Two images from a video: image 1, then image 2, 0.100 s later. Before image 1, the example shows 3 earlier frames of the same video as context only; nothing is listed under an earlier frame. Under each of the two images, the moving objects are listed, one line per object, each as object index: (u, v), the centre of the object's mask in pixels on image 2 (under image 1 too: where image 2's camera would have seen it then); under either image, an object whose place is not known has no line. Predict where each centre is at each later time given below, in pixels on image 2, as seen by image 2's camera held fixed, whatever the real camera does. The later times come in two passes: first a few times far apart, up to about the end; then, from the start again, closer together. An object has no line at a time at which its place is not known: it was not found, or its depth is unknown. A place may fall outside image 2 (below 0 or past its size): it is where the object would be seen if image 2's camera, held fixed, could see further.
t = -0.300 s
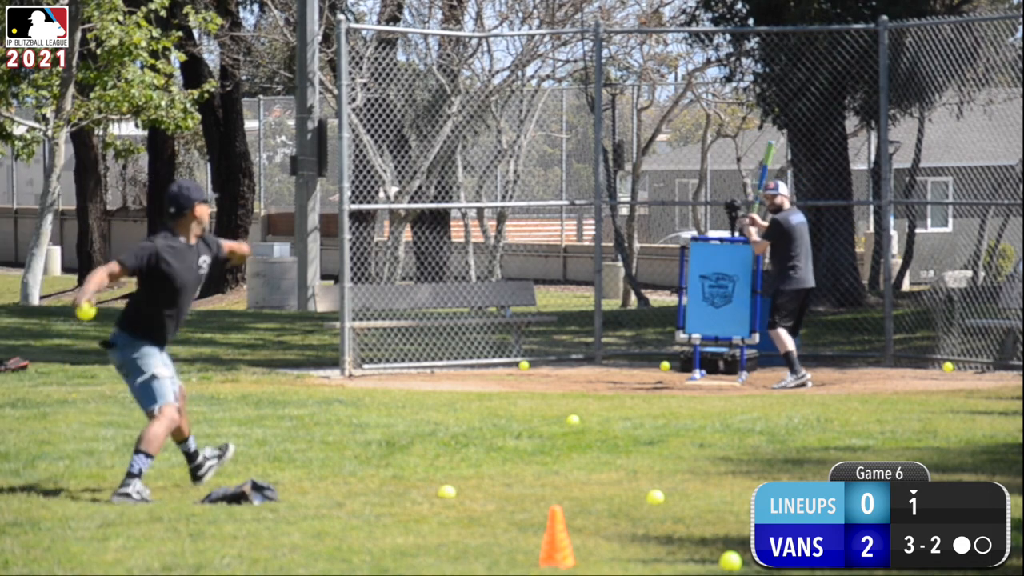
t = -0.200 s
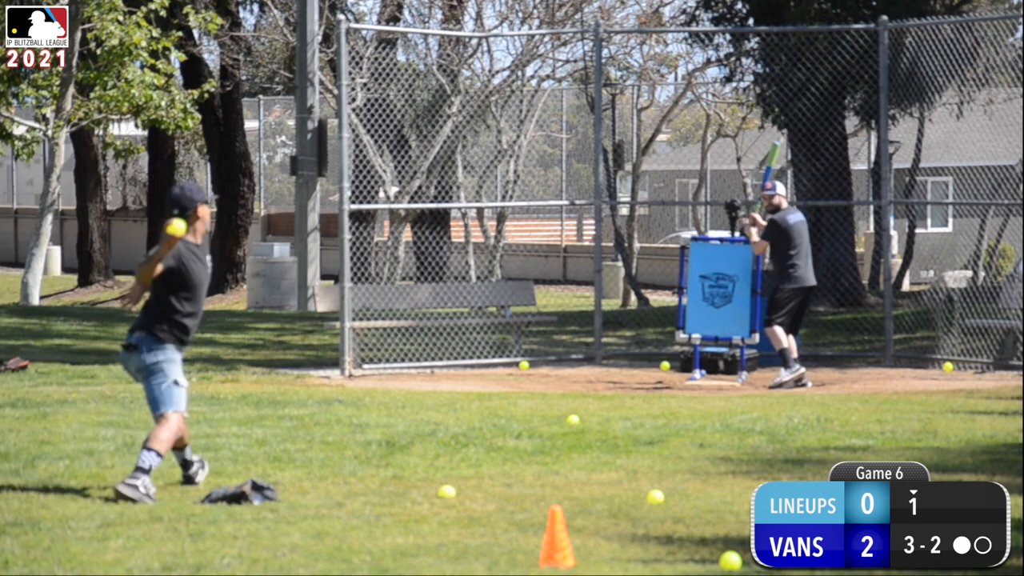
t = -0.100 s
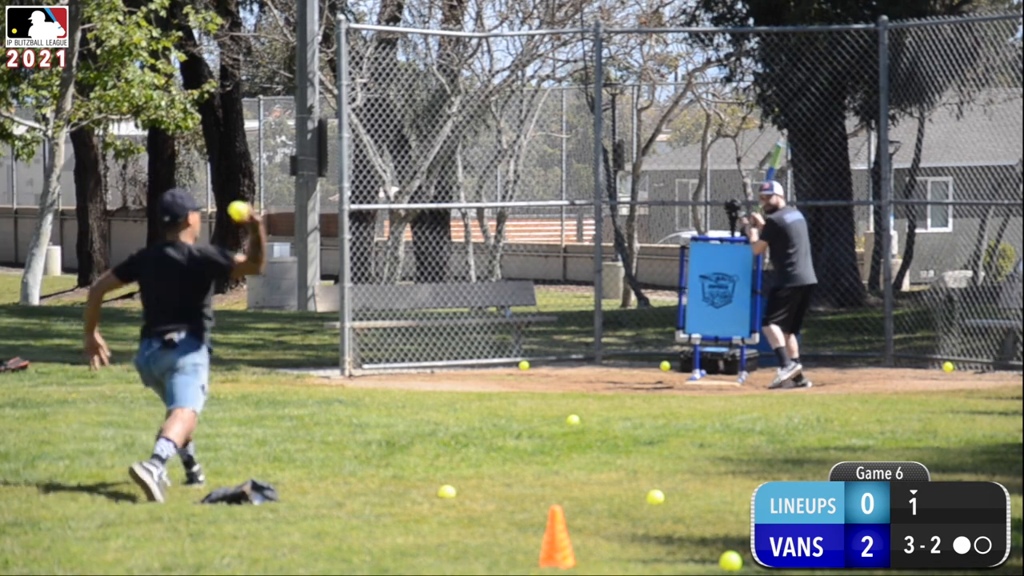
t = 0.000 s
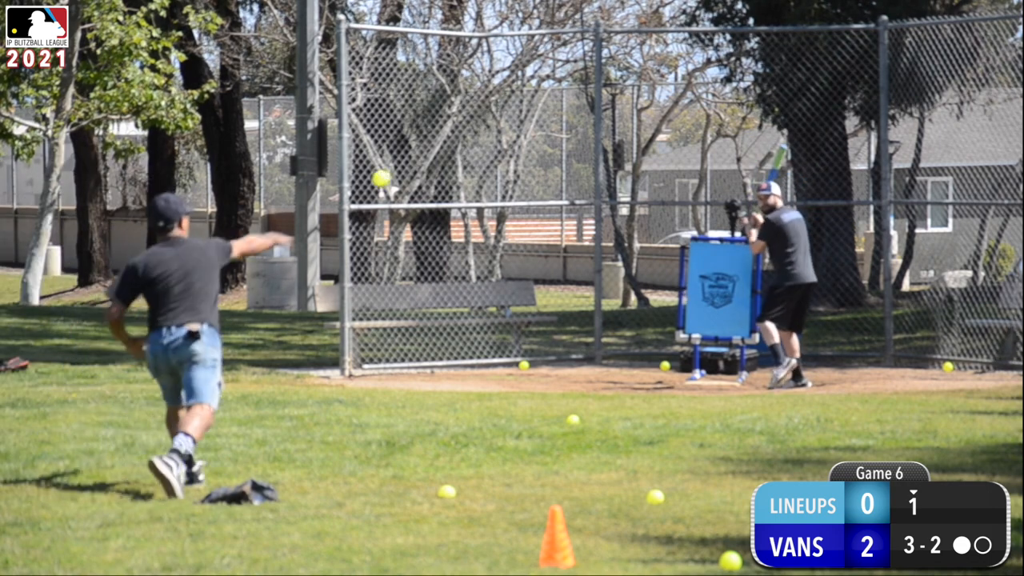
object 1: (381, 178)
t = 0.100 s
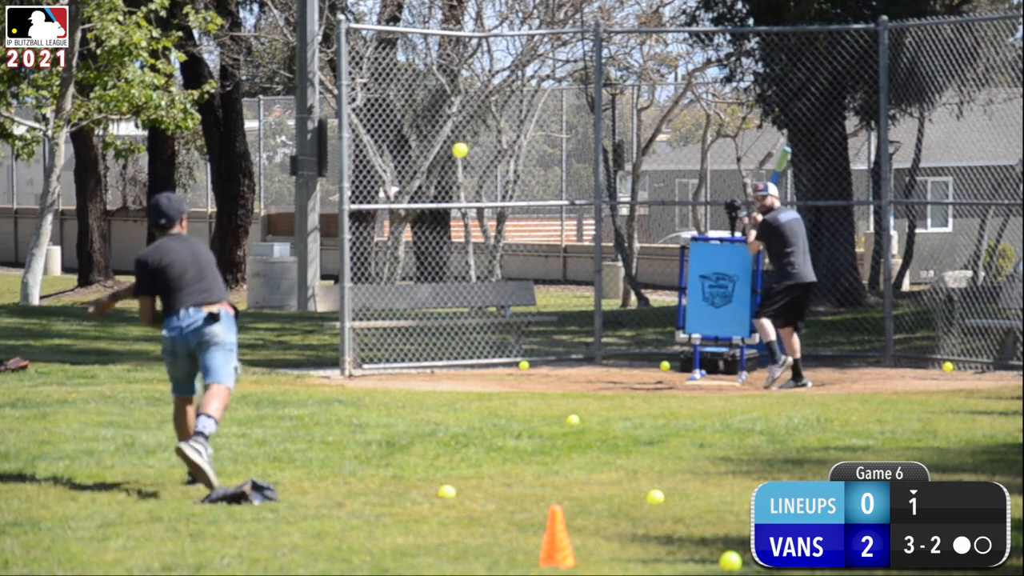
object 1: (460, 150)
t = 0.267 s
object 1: (564, 143)
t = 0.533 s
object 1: (678, 202)
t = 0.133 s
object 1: (483, 145)
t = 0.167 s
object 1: (505, 142)
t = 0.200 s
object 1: (526, 140)
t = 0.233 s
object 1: (546, 140)
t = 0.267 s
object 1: (564, 143)
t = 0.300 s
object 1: (582, 147)
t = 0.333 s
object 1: (598, 152)
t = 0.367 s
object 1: (613, 158)
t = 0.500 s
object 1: (667, 191)
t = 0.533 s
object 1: (678, 202)
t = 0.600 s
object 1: (699, 225)
